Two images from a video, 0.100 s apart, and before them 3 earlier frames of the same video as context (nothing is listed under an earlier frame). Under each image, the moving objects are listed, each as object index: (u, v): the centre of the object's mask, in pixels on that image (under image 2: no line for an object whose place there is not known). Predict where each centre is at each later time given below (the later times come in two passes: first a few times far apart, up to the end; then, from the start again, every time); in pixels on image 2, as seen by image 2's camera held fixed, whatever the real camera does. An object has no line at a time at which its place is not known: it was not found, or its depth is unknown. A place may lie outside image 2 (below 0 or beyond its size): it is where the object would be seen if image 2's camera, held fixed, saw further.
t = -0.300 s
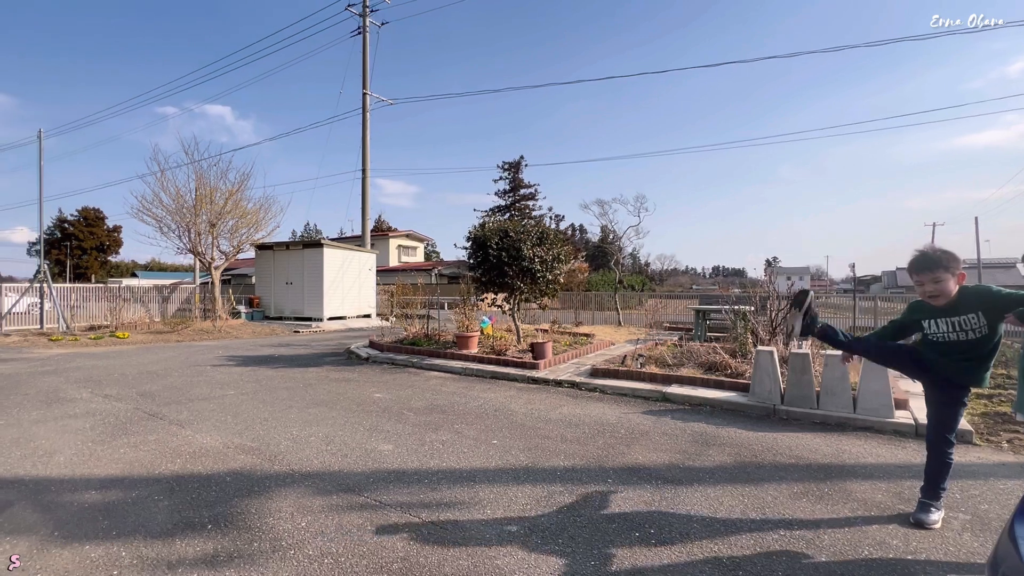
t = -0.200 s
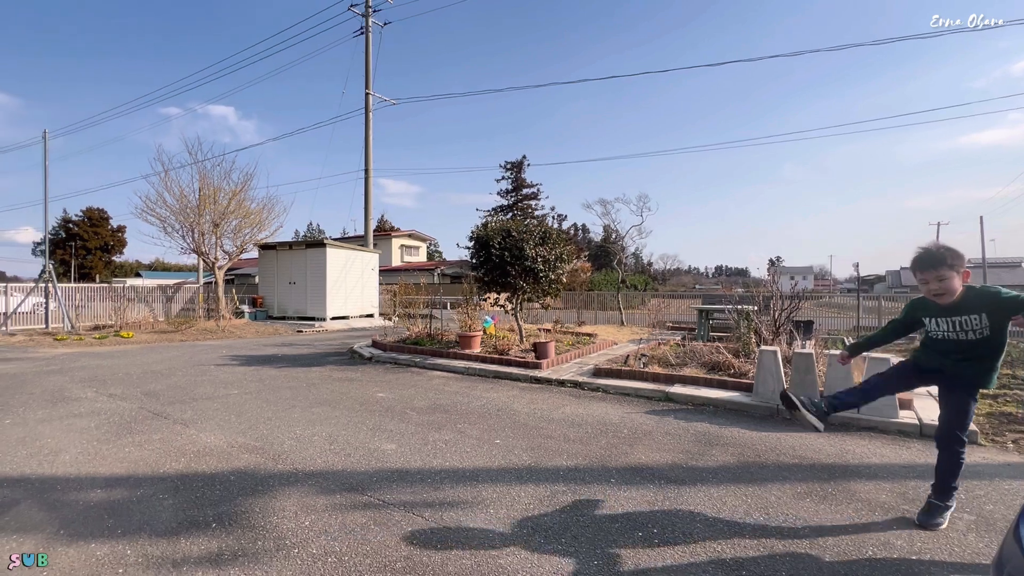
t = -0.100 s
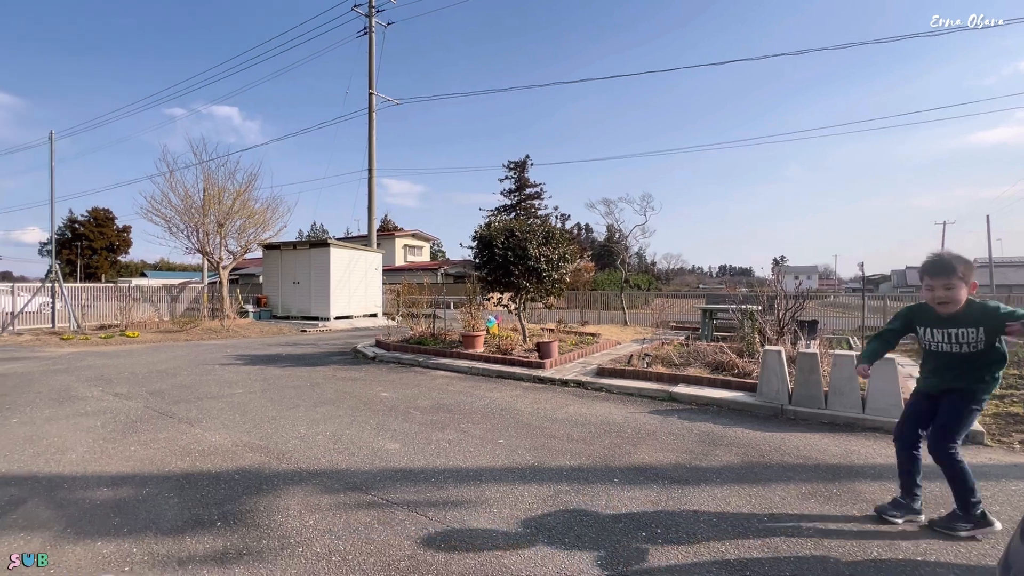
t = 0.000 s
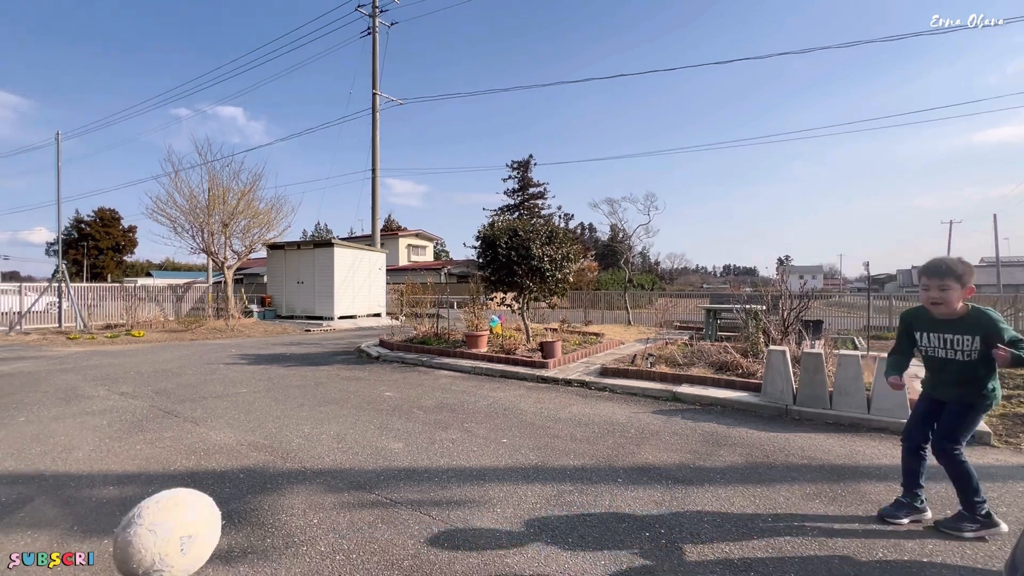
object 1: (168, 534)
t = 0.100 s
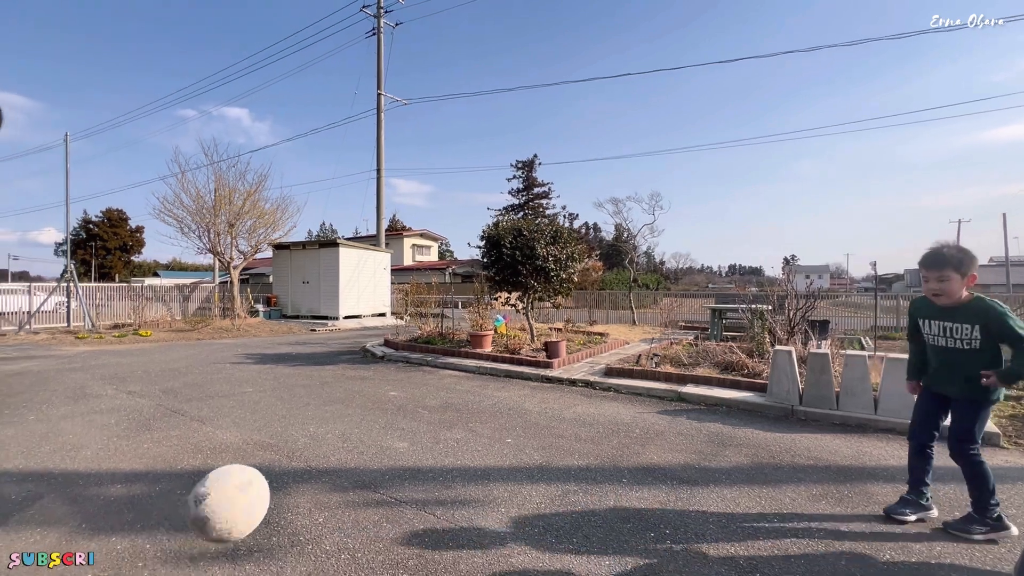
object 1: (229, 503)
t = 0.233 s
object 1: (277, 520)
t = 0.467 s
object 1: (282, 489)
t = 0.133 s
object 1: (242, 503)
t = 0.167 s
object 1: (254, 506)
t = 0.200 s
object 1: (266, 512)
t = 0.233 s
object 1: (277, 520)
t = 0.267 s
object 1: (286, 529)
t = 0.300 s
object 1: (293, 541)
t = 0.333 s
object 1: (290, 528)
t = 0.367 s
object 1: (289, 513)
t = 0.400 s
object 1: (286, 502)
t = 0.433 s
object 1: (284, 495)
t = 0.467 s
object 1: (282, 489)
